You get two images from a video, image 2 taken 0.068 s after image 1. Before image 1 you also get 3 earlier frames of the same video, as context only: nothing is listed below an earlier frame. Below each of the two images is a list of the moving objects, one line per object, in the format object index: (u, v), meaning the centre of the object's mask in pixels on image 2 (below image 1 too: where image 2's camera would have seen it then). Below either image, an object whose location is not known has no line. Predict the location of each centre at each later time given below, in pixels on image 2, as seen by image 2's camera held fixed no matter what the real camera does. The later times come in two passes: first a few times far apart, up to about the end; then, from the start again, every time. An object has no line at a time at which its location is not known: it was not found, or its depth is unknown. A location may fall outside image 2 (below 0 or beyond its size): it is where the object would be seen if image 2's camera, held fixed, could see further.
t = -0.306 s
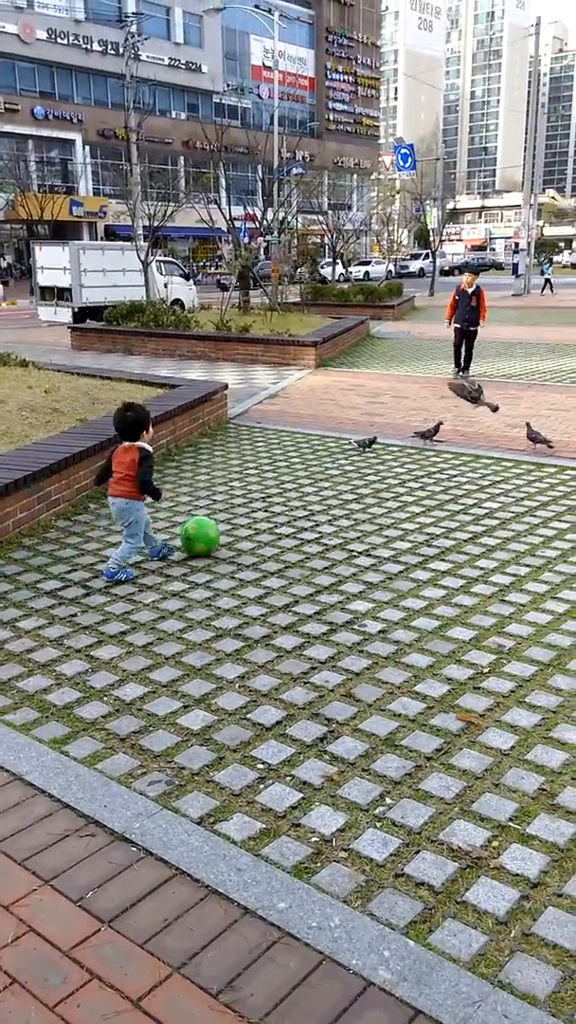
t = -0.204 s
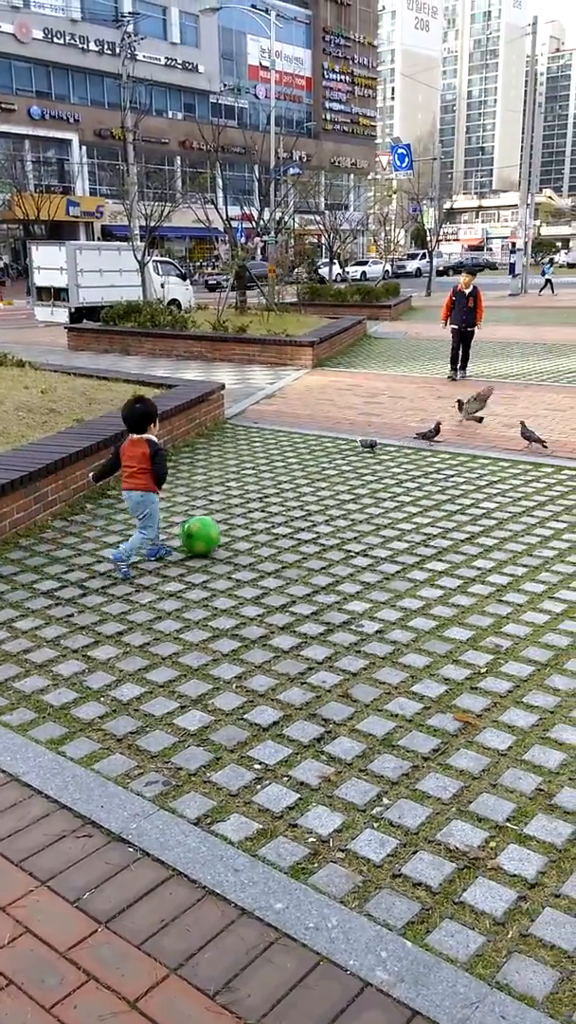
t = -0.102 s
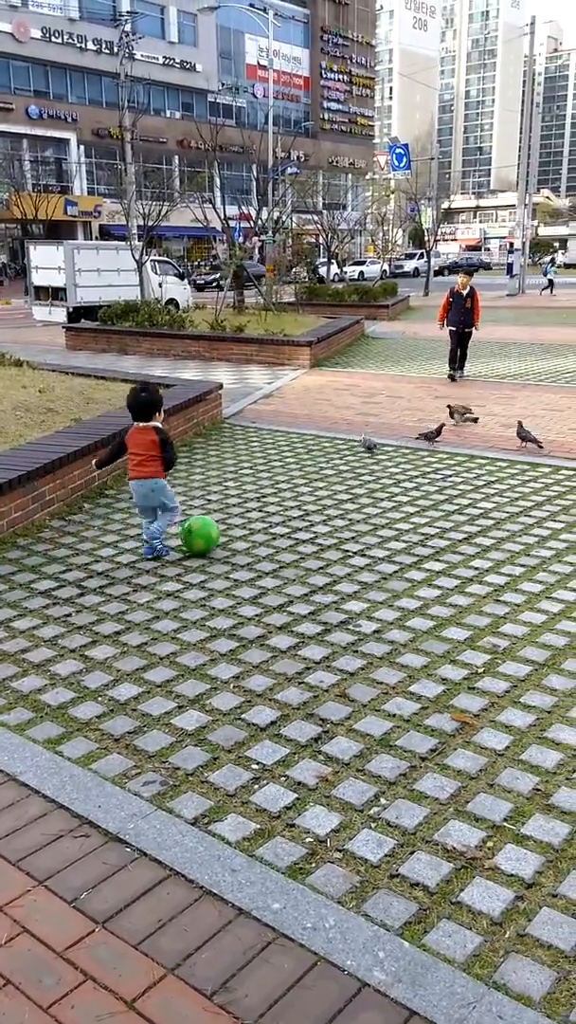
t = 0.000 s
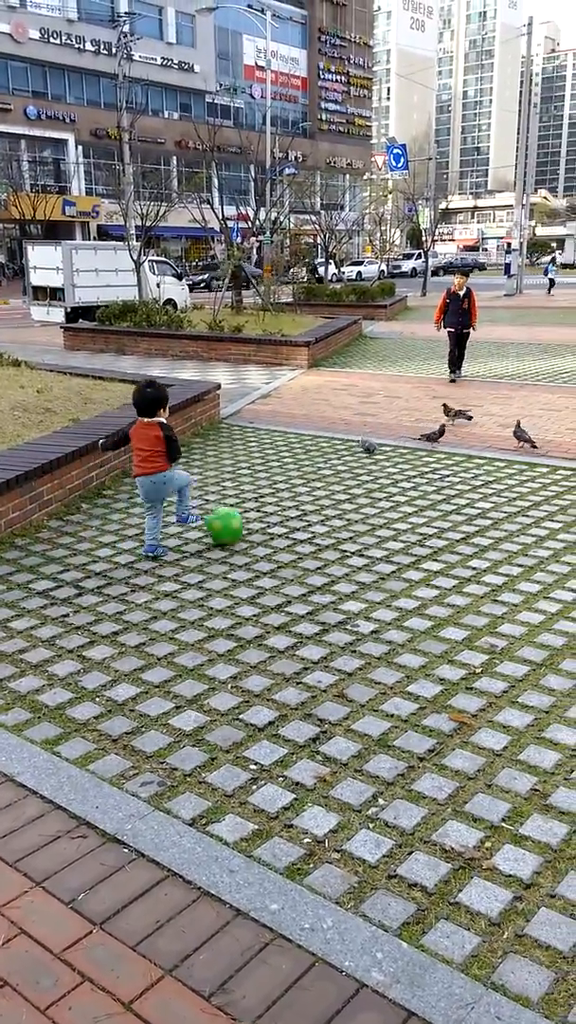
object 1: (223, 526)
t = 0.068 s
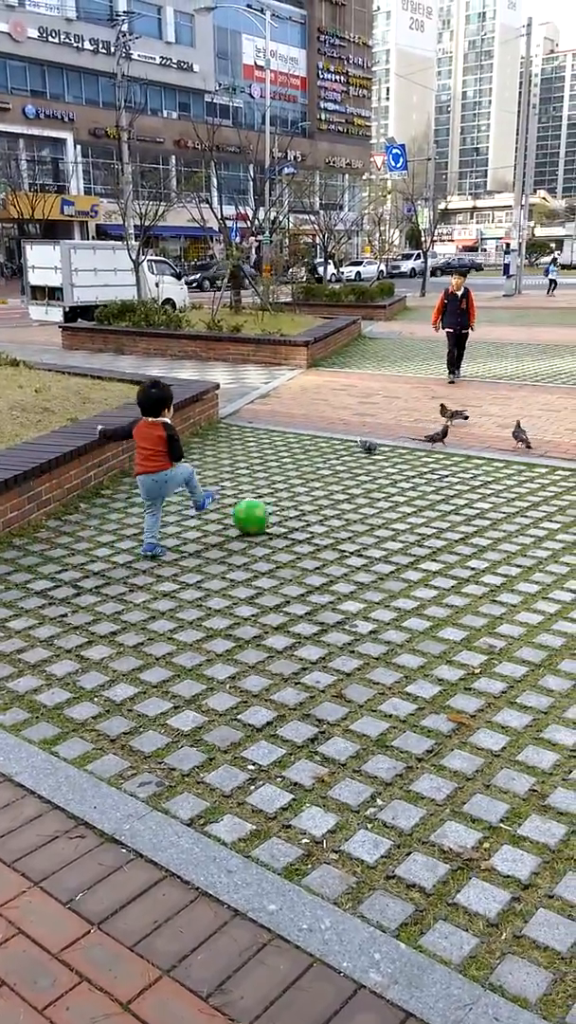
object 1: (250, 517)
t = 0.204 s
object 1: (291, 503)
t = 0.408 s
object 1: (342, 486)
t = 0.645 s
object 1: (396, 469)
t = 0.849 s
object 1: (435, 458)
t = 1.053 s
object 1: (465, 448)
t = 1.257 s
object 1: (488, 429)
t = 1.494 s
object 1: (509, 422)
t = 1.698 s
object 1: (527, 415)
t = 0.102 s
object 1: (263, 513)
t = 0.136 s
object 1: (272, 508)
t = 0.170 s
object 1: (282, 506)
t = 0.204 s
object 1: (291, 503)
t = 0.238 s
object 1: (300, 500)
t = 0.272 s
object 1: (308, 497)
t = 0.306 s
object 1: (318, 494)
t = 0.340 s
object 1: (326, 492)
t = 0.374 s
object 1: (334, 489)
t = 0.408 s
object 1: (342, 486)
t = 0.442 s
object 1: (350, 484)
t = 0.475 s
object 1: (358, 481)
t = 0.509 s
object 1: (367, 478)
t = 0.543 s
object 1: (374, 476)
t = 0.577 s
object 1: (381, 474)
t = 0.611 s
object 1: (388, 471)
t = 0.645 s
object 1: (396, 469)
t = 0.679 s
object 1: (403, 465)
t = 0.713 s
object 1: (410, 464)
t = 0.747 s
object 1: (416, 463)
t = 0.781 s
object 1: (423, 461)
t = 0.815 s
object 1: (429, 459)
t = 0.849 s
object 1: (435, 458)
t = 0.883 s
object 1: (440, 456)
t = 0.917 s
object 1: (446, 454)
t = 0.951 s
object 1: (450, 453)
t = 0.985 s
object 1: (453, 451)
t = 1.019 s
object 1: (459, 449)
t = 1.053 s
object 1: (465, 448)
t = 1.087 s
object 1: (468, 446)
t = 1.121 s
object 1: (473, 440)
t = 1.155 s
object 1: (477, 436)
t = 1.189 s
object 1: (483, 432)
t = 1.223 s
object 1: (486, 429)
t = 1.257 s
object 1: (488, 429)
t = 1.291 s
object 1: (491, 431)
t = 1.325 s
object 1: (495, 433)
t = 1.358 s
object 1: (498, 434)
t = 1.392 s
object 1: (502, 429)
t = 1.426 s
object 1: (505, 425)
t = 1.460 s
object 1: (507, 422)
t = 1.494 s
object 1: (509, 422)
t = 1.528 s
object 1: (513, 421)
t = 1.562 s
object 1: (517, 422)
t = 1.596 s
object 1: (518, 423)
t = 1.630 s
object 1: (523, 420)
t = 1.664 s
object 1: (526, 417)
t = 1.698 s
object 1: (527, 415)
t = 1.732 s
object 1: (531, 414)
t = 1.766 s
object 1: (532, 414)
